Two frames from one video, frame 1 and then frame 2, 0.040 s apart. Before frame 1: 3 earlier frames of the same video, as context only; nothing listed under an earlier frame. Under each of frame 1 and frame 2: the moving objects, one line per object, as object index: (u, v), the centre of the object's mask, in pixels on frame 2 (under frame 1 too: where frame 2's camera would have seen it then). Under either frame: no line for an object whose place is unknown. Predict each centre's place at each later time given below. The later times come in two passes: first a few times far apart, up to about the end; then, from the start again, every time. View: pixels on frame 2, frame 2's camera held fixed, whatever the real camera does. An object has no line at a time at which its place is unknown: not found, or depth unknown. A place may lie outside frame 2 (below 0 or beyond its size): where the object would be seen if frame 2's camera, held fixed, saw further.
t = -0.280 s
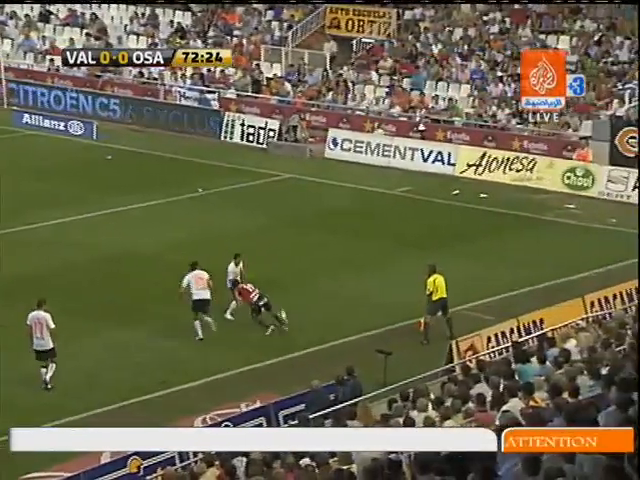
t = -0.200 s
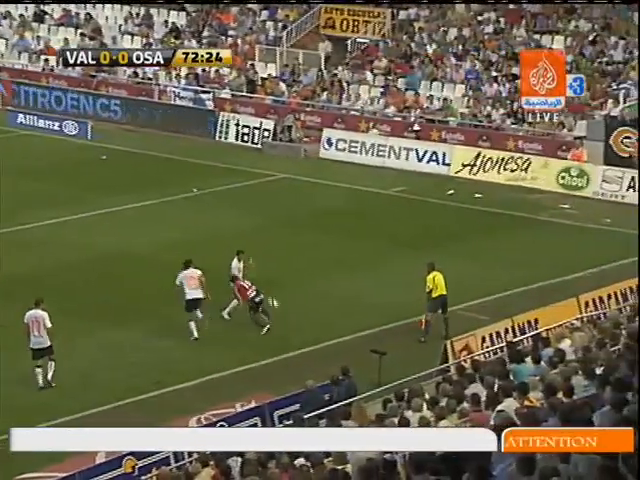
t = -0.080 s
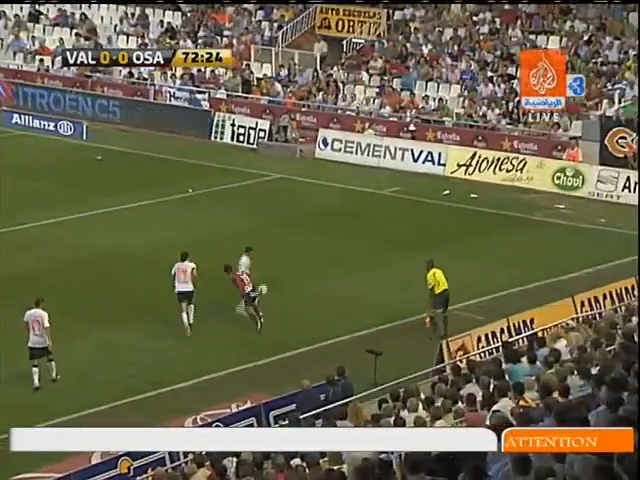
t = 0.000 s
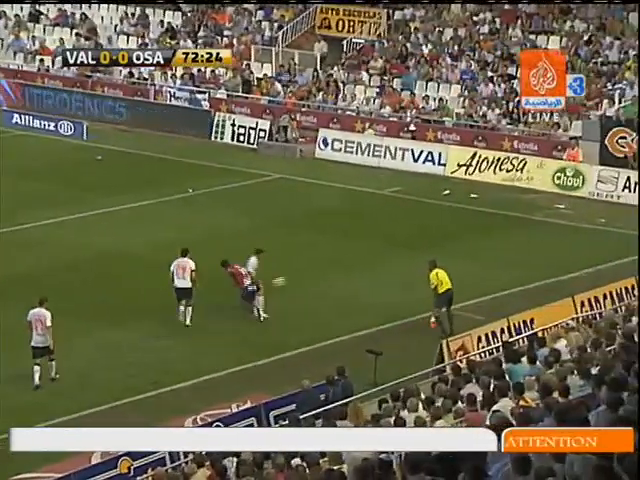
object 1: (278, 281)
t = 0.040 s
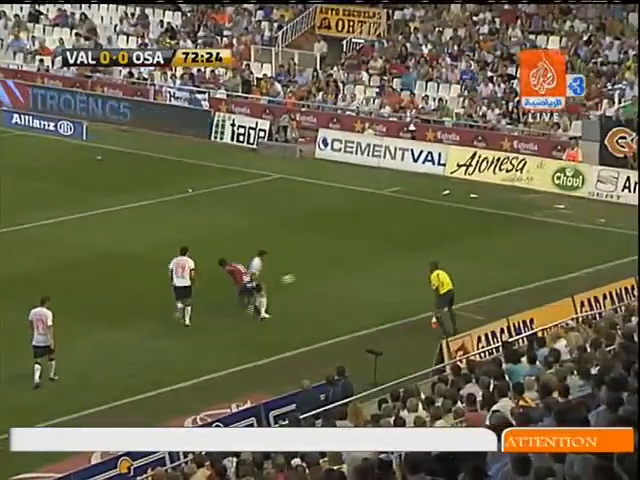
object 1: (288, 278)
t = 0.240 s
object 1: (331, 275)
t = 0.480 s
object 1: (378, 285)
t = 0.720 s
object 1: (407, 269)
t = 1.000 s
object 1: (439, 274)
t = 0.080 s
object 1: (296, 277)
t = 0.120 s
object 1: (305, 275)
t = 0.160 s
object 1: (314, 274)
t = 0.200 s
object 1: (322, 274)
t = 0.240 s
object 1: (331, 275)
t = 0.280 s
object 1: (340, 275)
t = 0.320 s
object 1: (348, 278)
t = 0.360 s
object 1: (356, 280)
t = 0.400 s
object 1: (364, 283)
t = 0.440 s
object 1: (373, 288)
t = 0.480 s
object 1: (378, 285)
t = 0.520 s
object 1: (384, 280)
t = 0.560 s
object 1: (388, 277)
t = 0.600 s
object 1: (393, 274)
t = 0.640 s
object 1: (398, 272)
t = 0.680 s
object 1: (403, 270)
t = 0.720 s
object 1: (407, 269)
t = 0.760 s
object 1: (412, 269)
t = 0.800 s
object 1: (416, 268)
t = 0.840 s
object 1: (421, 270)
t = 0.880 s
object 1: (426, 272)
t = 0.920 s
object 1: (430, 274)
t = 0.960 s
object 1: (434, 276)
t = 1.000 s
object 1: (439, 274)
